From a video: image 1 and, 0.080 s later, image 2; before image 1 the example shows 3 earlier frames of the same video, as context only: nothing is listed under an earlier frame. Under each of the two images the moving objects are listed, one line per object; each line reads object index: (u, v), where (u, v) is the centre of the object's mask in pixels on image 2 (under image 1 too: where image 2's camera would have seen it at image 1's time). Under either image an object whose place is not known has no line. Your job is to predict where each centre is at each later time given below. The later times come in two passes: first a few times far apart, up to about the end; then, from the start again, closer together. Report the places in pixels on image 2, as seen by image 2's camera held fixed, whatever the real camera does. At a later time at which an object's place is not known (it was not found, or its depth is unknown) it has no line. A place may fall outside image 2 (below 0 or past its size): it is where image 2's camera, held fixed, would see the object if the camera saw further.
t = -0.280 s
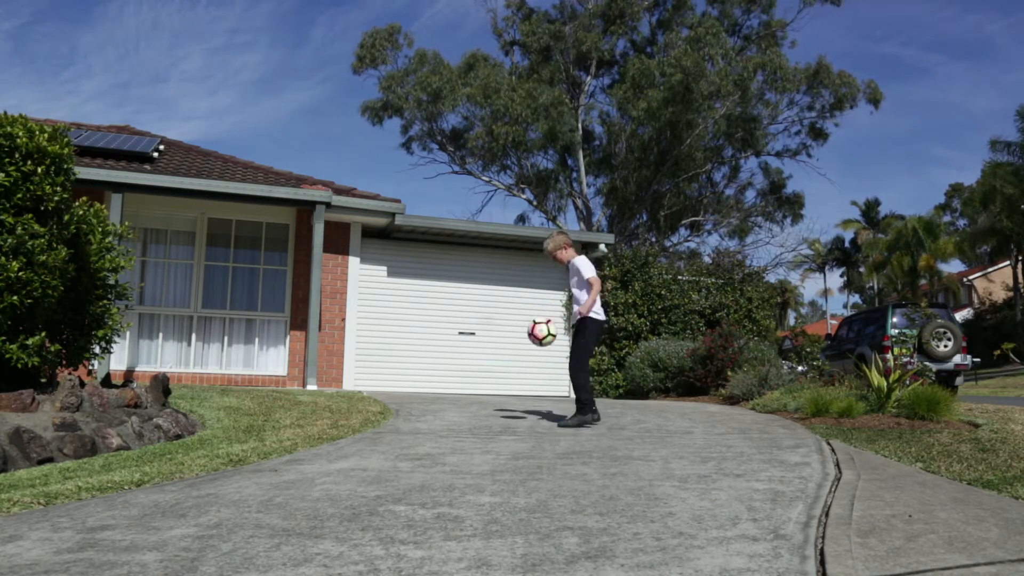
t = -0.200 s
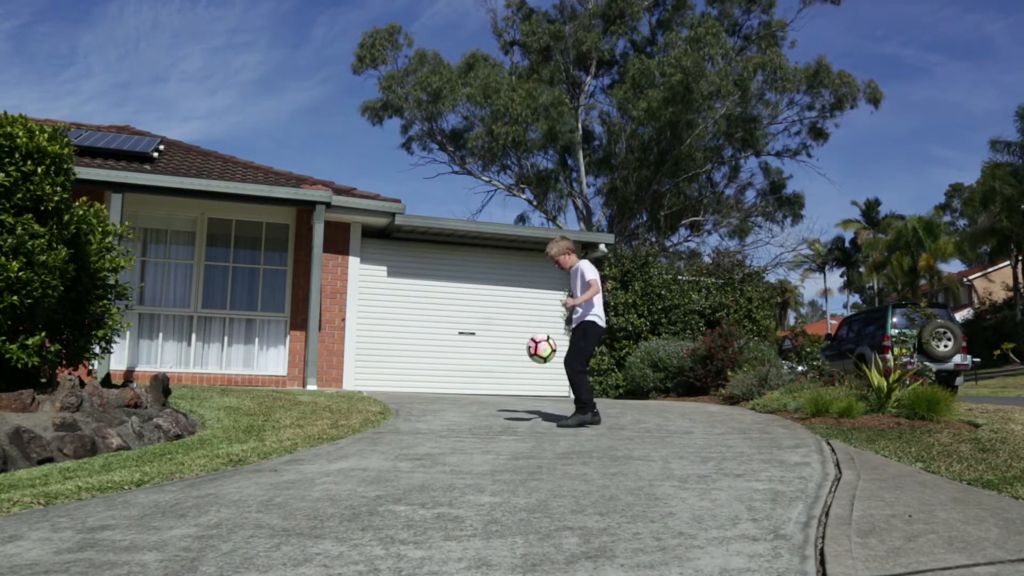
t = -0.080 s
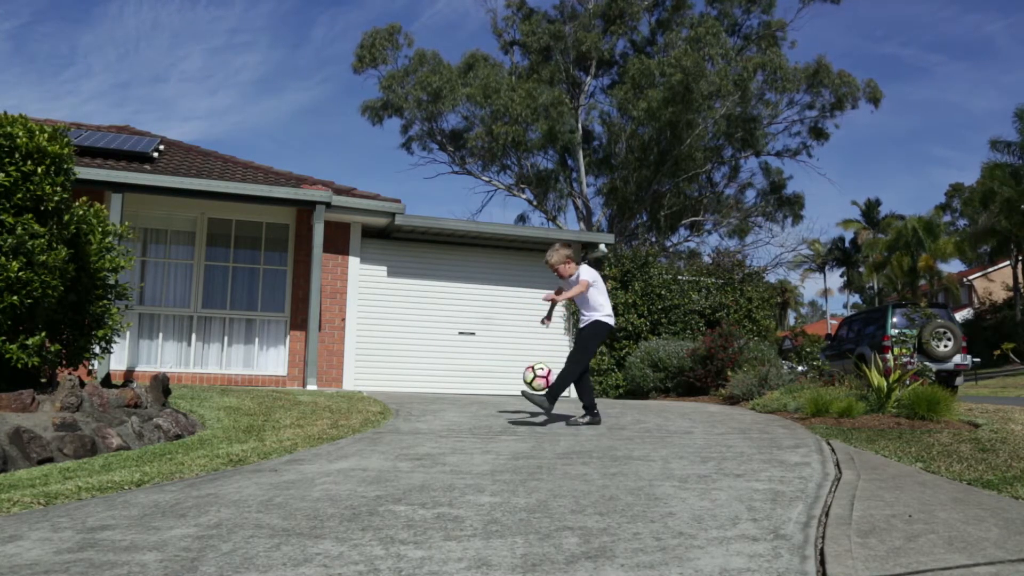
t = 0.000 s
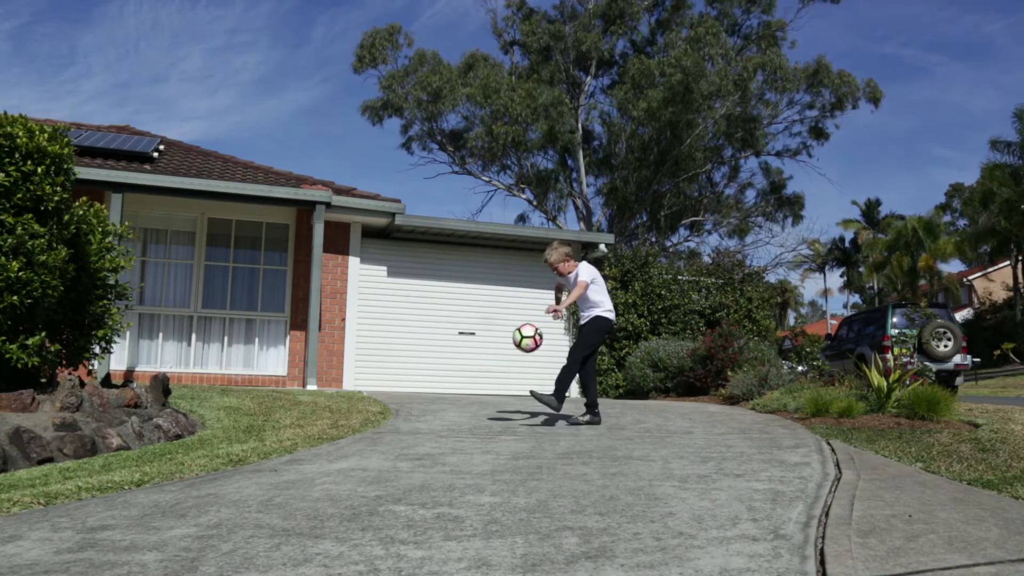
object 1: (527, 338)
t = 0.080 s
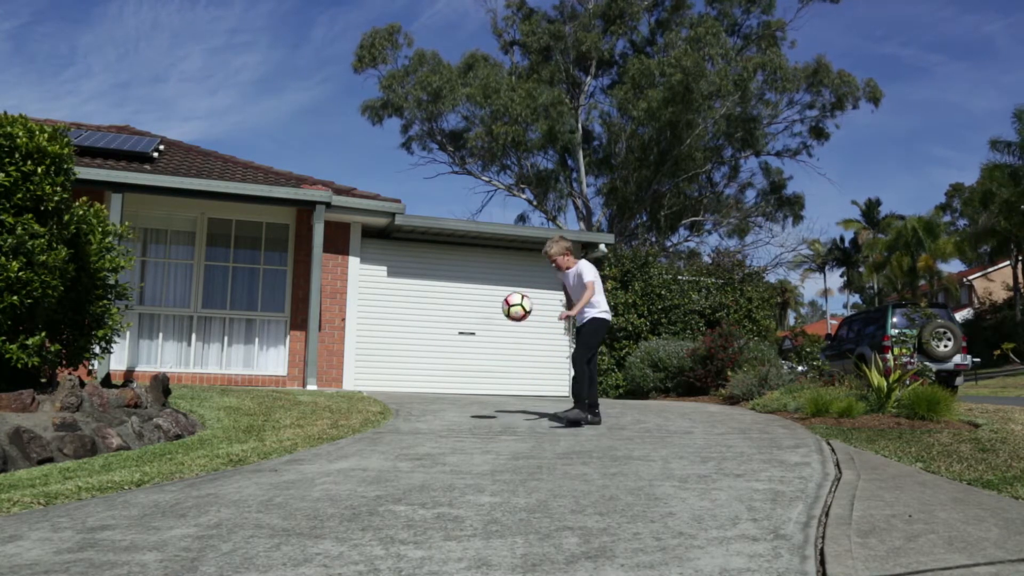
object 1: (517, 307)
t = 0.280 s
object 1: (490, 265)
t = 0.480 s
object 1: (460, 279)
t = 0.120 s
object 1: (512, 294)
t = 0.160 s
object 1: (506, 284)
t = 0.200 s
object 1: (501, 275)
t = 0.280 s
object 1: (490, 265)
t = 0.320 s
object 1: (484, 263)
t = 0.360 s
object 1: (479, 263)
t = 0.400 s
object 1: (473, 266)
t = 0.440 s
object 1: (467, 271)
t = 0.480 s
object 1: (460, 279)
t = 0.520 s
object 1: (454, 288)
